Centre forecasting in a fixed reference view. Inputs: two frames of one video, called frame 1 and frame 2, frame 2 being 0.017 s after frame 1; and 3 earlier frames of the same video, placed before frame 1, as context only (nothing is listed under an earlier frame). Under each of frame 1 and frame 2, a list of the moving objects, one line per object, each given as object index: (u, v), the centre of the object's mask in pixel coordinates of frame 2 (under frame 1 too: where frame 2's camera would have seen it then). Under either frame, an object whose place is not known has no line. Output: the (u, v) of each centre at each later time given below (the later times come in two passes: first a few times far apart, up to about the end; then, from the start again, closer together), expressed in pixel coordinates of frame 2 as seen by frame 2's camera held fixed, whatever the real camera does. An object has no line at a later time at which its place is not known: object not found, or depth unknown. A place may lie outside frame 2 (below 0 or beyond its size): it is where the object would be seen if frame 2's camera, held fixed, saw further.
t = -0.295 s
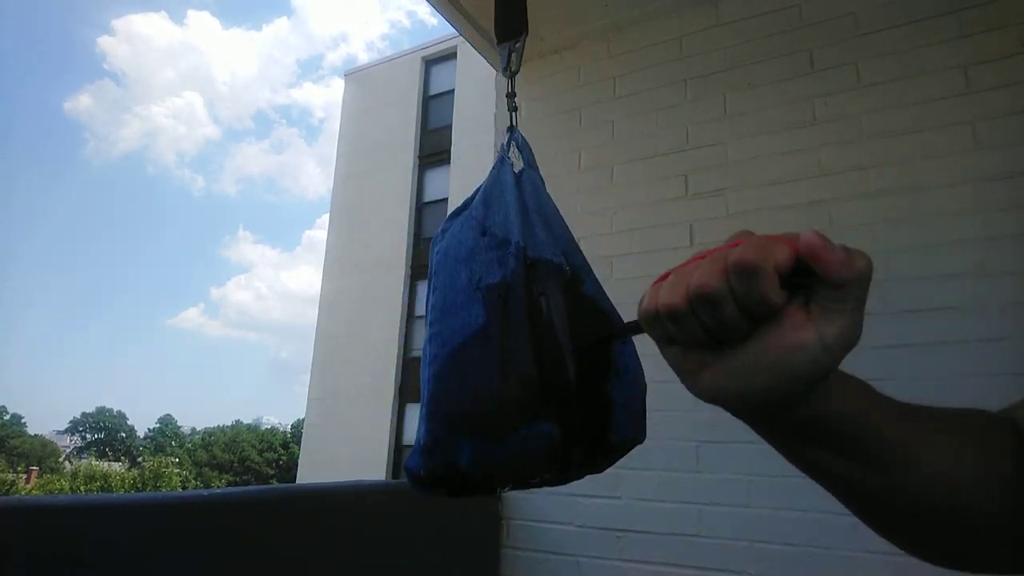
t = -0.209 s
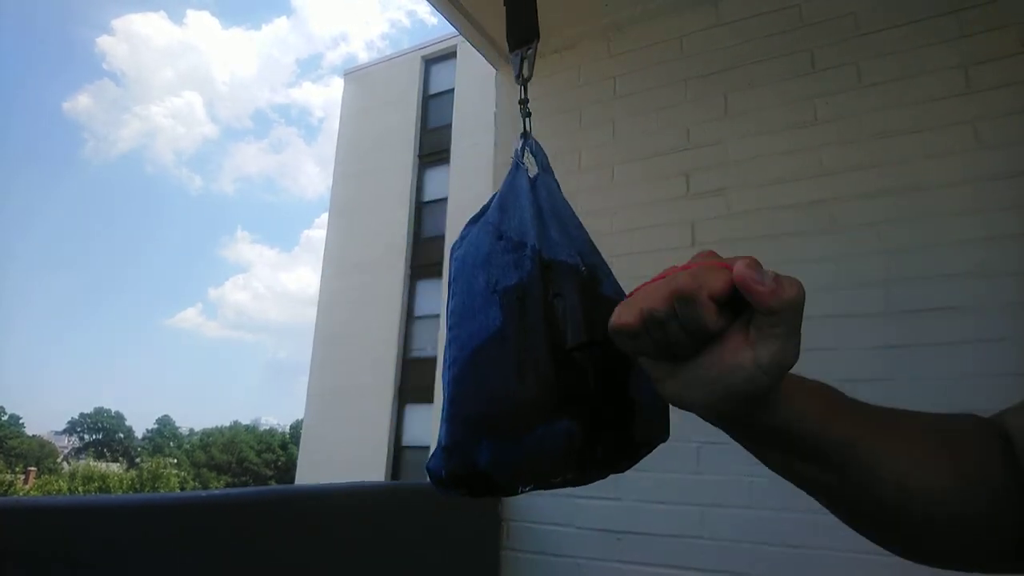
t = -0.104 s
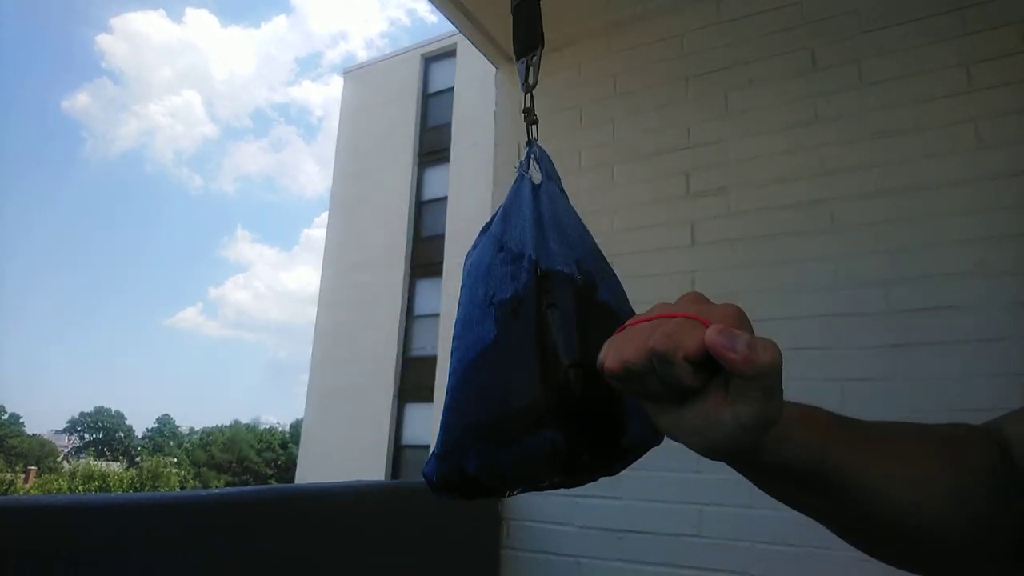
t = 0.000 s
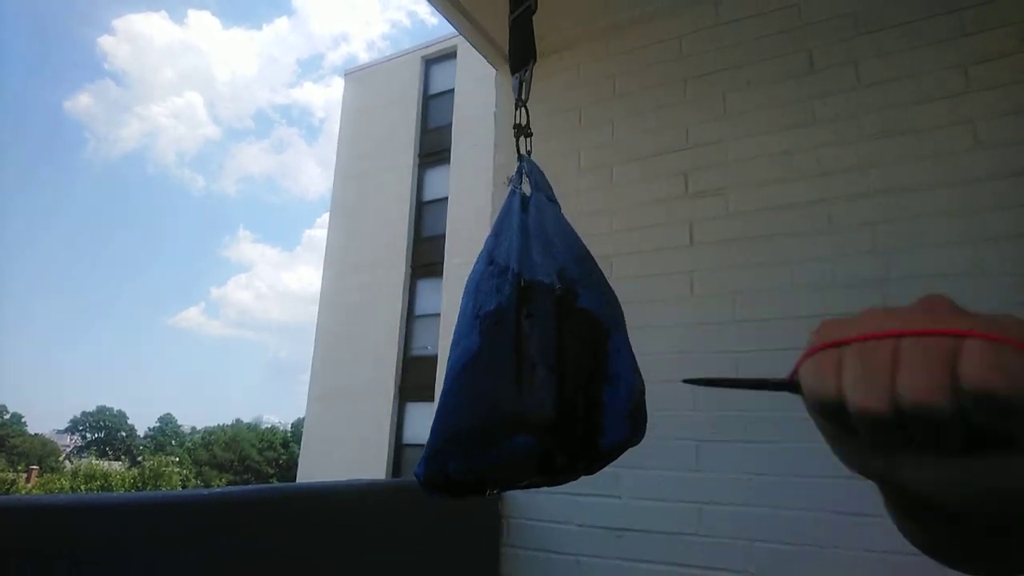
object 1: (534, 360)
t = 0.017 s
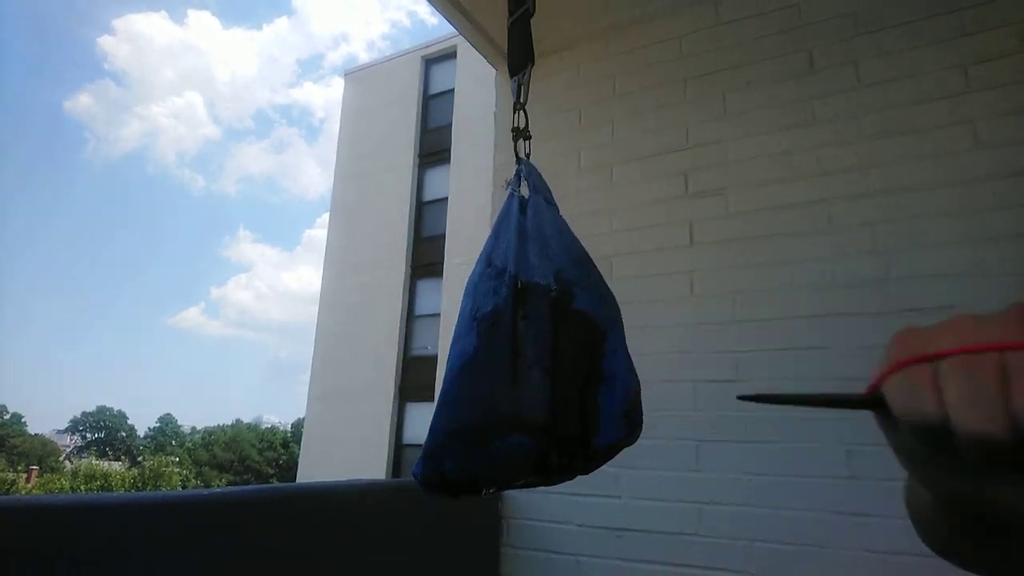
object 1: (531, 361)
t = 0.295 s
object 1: (486, 356)
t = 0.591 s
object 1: (433, 347)
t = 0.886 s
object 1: (384, 344)
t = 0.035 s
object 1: (529, 361)
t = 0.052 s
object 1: (526, 362)
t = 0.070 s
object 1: (521, 363)
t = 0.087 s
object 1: (519, 363)
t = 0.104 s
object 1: (516, 362)
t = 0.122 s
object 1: (514, 363)
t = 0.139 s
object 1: (511, 362)
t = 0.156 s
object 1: (508, 362)
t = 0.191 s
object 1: (503, 360)
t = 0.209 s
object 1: (500, 360)
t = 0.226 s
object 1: (497, 359)
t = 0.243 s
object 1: (494, 358)
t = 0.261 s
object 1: (491, 358)
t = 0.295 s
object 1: (486, 356)
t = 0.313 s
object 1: (483, 356)
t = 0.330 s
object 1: (480, 355)
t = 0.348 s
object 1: (478, 355)
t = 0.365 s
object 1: (475, 354)
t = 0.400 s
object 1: (469, 353)
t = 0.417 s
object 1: (467, 352)
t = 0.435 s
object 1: (464, 351)
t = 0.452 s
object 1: (461, 351)
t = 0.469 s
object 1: (458, 351)
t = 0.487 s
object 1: (451, 350)
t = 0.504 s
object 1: (448, 349)
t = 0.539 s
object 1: (442, 348)
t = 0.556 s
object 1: (439, 348)
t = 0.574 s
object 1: (436, 348)
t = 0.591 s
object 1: (433, 347)
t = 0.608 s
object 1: (430, 347)
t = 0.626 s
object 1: (427, 346)
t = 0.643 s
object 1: (424, 346)
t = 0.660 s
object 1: (421, 345)
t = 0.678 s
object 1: (418, 345)
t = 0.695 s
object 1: (414, 345)
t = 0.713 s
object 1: (410, 346)
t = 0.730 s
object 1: (407, 346)
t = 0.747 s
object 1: (403, 346)
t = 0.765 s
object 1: (401, 346)
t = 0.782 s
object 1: (398, 346)
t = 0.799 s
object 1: (395, 346)
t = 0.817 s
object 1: (393, 346)
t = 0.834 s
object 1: (391, 345)
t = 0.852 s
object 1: (389, 345)
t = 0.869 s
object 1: (387, 345)
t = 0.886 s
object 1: (384, 344)
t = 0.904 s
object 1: (383, 343)
